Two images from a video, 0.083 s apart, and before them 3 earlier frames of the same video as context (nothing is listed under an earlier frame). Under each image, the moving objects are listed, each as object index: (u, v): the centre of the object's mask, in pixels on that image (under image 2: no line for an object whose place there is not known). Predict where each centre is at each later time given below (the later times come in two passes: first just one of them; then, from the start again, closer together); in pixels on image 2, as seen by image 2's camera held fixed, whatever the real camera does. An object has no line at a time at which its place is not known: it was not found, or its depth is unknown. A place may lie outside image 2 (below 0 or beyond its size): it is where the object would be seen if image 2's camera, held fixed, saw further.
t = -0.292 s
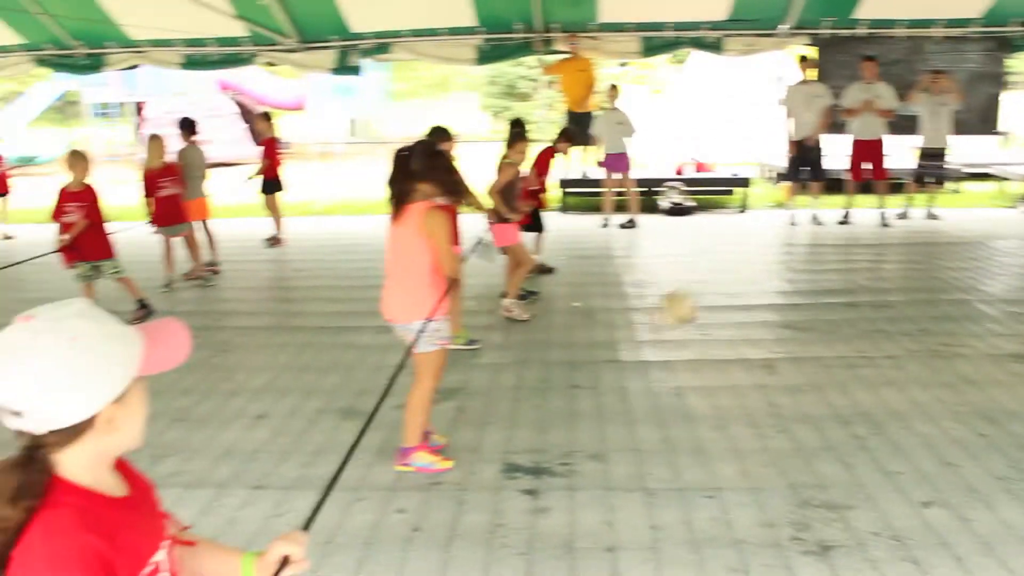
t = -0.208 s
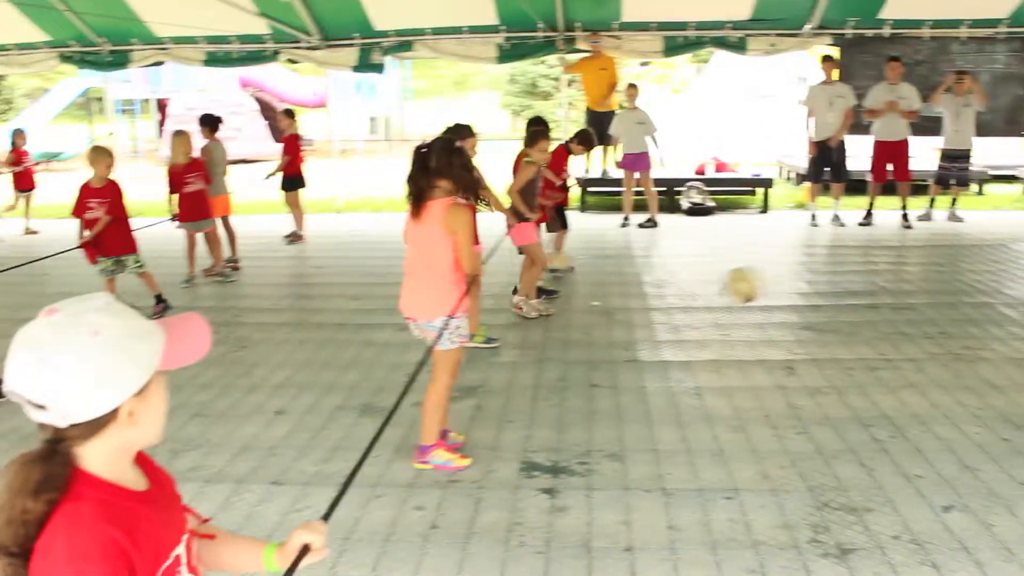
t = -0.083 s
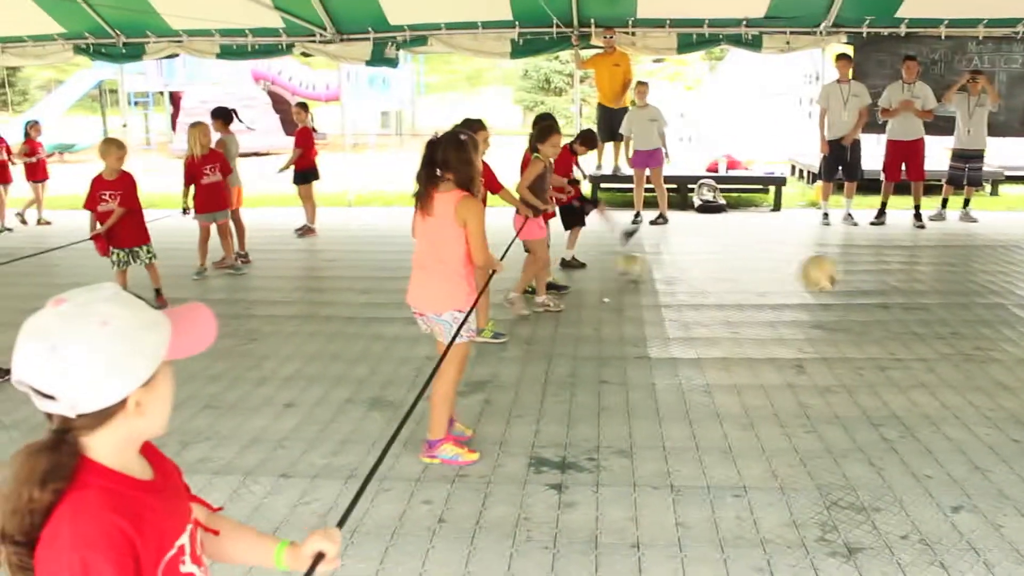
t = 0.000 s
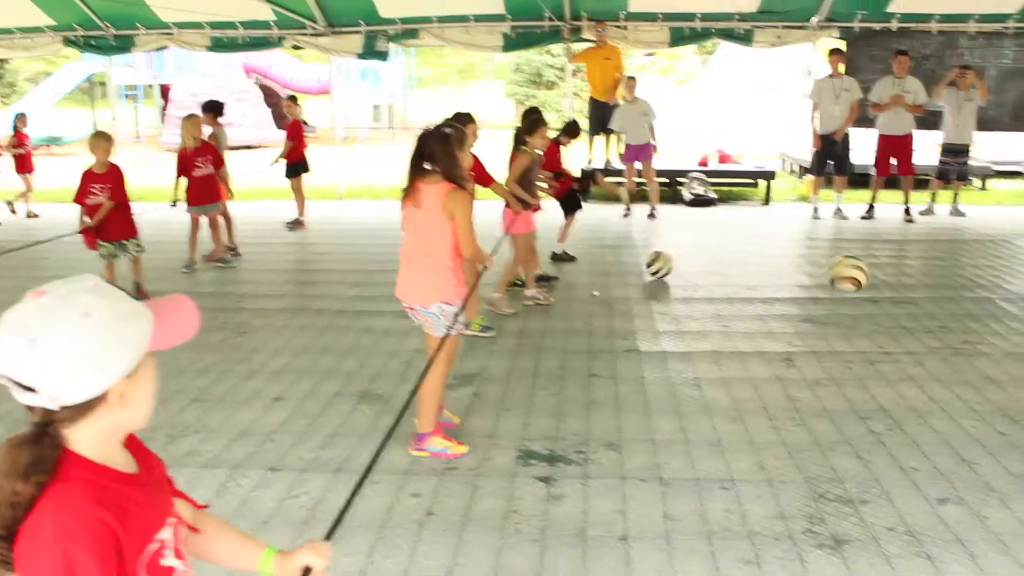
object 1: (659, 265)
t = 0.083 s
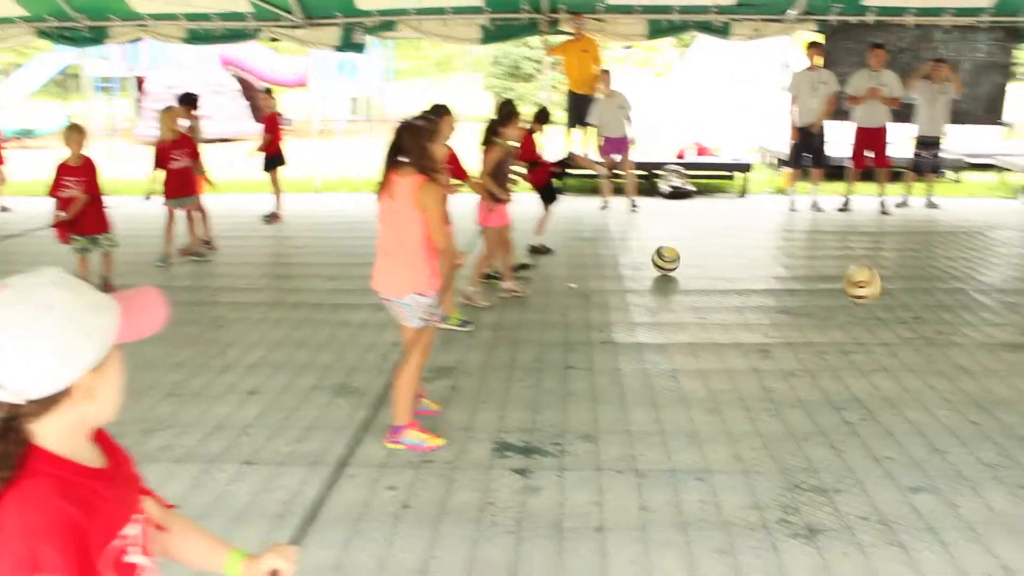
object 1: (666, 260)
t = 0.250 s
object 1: (713, 264)
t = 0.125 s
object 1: (678, 261)
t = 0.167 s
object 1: (690, 263)
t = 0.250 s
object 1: (713, 264)
